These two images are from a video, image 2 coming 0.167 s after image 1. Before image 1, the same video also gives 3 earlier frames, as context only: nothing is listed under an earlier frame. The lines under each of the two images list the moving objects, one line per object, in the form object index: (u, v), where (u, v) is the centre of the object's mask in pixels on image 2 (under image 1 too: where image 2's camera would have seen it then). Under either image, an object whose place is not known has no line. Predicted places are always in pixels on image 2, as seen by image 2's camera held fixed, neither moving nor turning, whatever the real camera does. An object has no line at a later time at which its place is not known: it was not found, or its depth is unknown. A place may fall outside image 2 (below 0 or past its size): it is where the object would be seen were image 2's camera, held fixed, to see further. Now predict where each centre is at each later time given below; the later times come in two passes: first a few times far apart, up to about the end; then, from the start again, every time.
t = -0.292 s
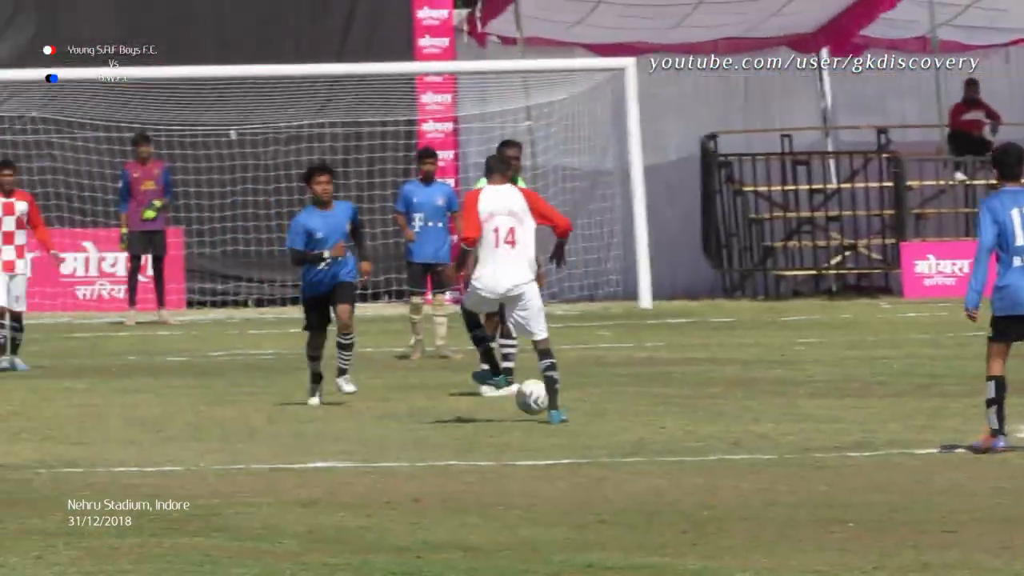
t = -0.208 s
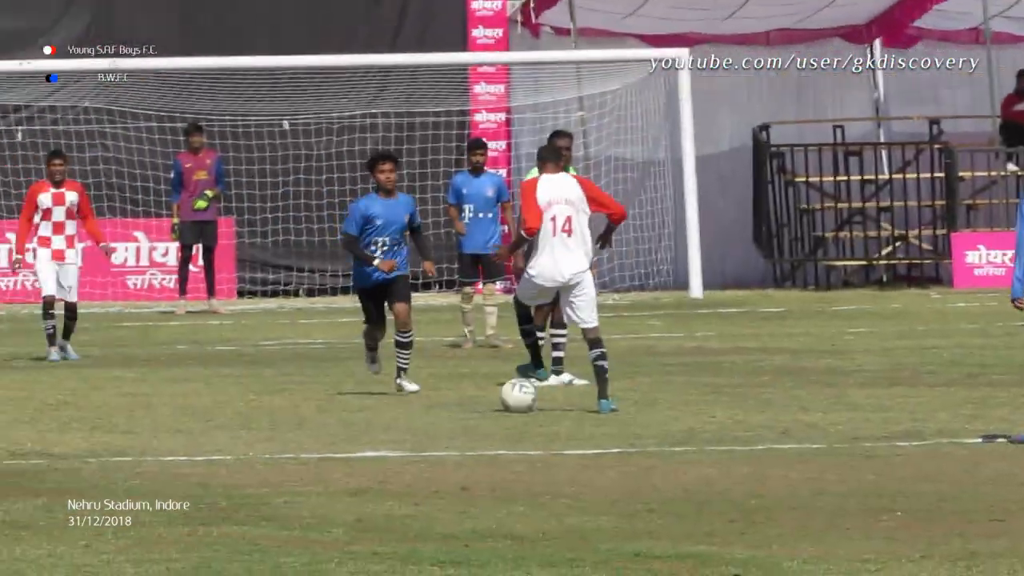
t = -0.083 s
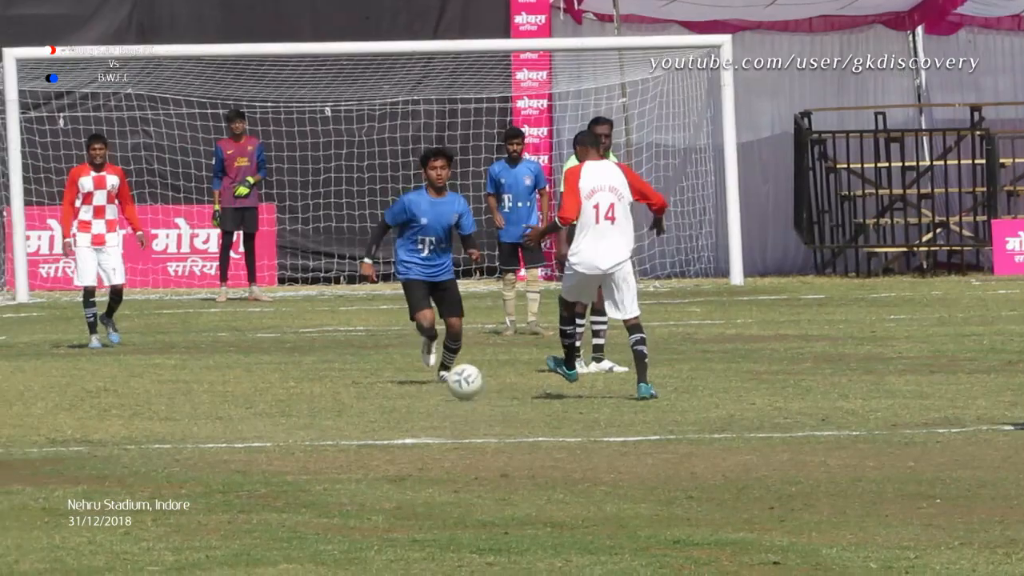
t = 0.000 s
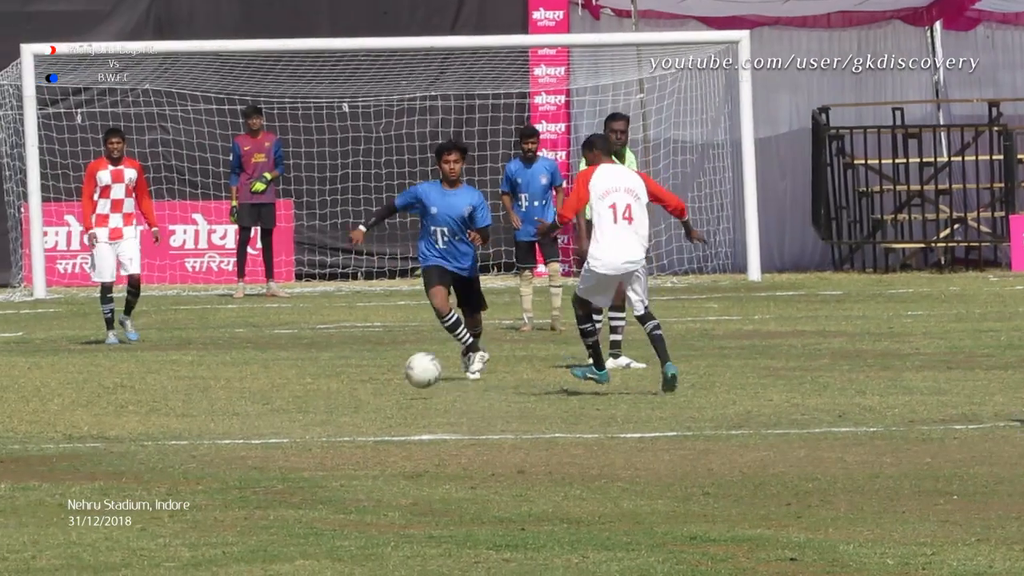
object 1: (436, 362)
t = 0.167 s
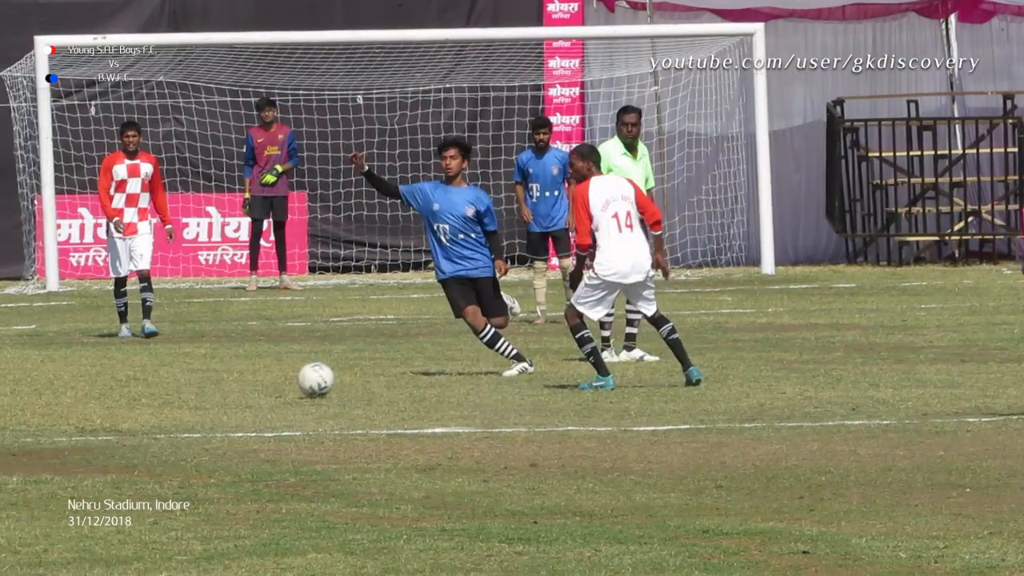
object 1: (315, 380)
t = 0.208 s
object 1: (284, 376)
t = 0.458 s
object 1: (99, 381)
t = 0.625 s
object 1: (-28, 368)
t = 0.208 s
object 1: (284, 376)
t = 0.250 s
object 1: (253, 377)
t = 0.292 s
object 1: (223, 381)
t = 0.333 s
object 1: (192, 383)
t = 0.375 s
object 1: (161, 383)
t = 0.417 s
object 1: (130, 381)
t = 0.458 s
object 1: (99, 381)
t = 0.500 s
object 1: (67, 383)
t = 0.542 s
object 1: (36, 379)
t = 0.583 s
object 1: (5, 371)
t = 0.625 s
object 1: (-28, 368)
